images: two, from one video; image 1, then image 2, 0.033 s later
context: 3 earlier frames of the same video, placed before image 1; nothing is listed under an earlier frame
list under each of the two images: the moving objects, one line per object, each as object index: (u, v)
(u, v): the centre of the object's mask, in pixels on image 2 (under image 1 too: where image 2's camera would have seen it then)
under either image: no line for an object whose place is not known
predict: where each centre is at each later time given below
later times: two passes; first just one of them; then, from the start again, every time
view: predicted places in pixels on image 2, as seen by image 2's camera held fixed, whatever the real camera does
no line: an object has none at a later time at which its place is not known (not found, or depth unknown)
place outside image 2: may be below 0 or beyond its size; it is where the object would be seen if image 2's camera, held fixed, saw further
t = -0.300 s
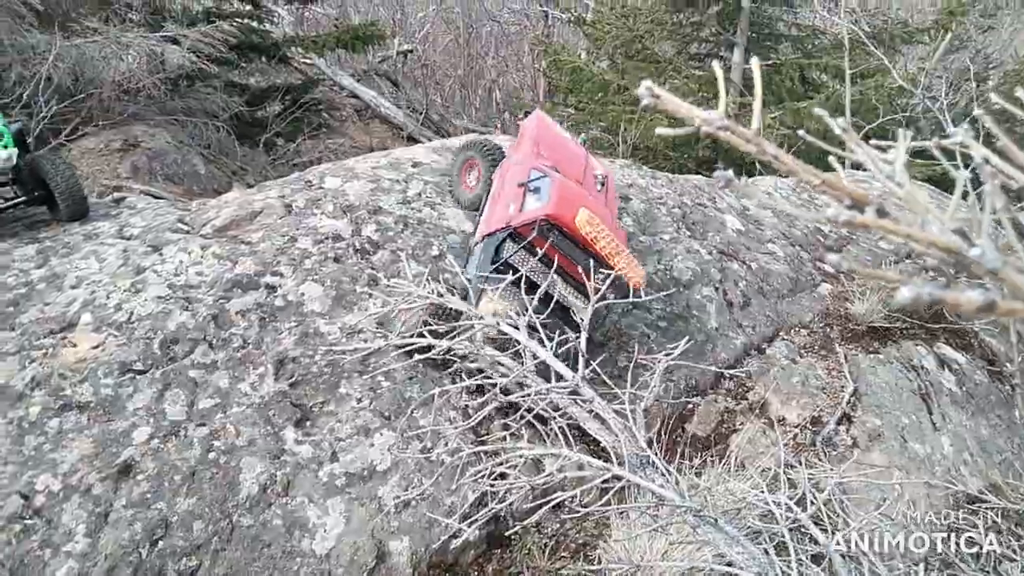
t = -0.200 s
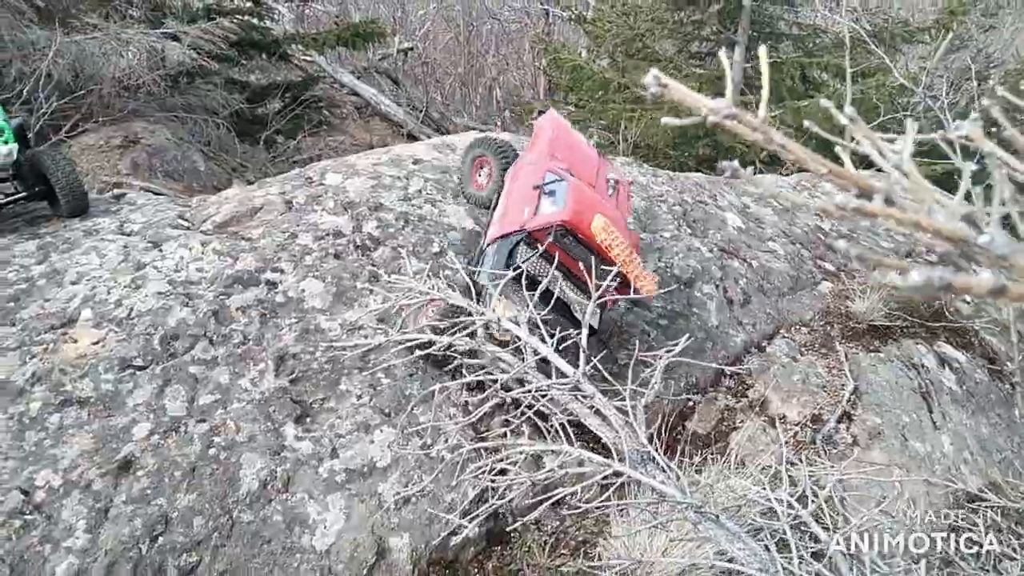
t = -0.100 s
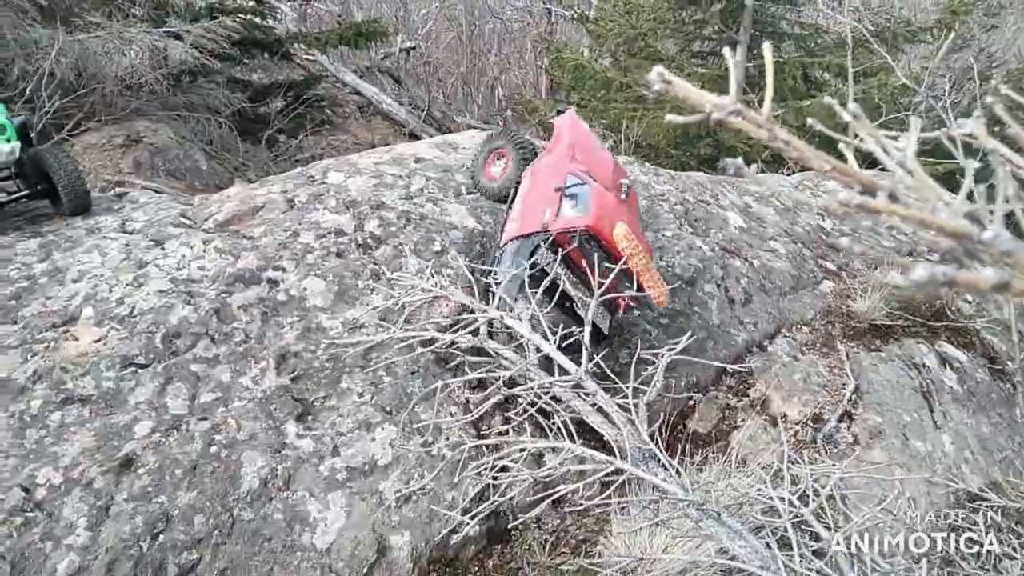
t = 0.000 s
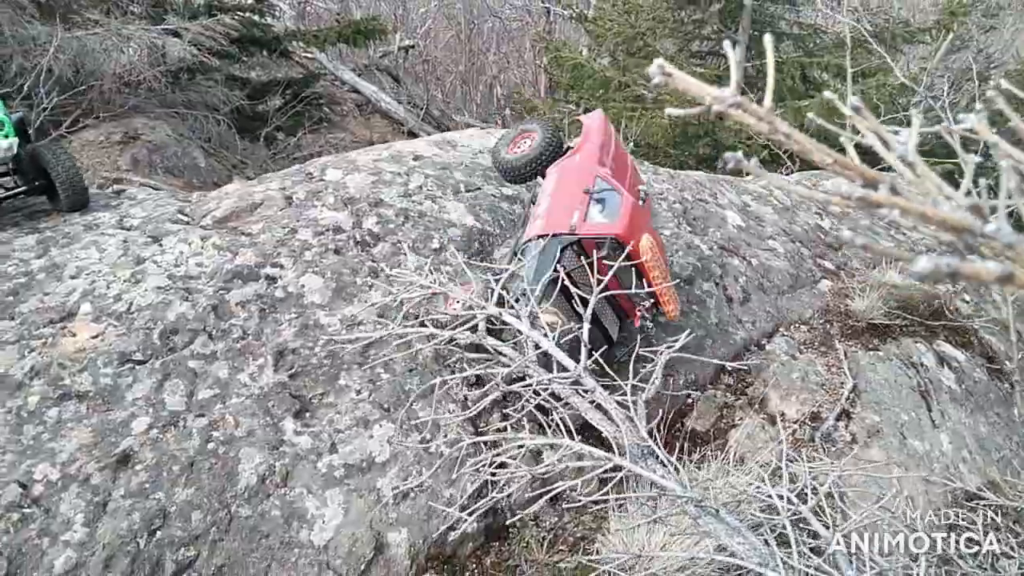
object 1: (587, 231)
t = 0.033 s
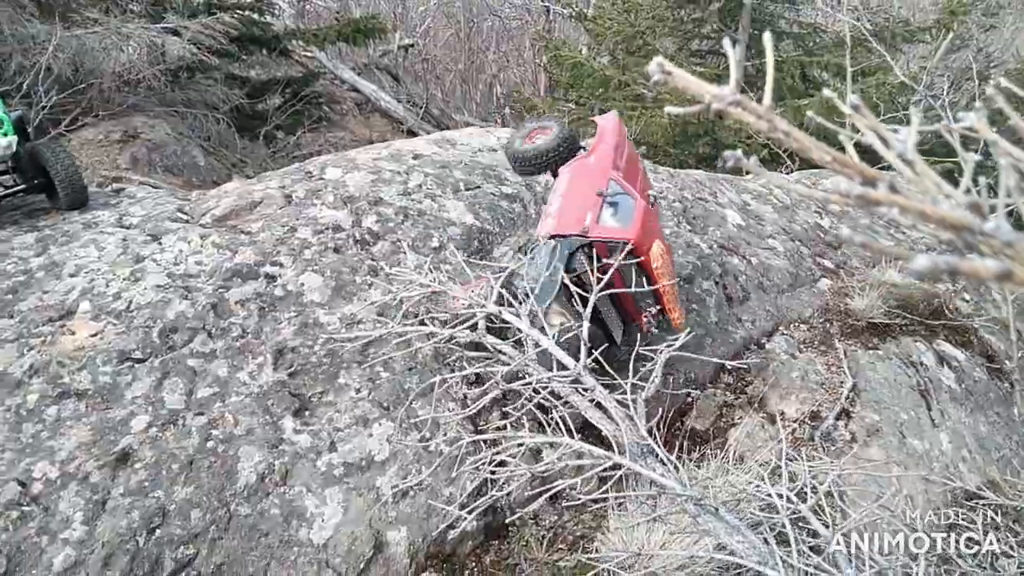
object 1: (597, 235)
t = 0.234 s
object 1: (678, 290)
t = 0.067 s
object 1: (604, 240)
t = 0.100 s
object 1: (620, 242)
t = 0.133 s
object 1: (624, 248)
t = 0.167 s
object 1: (639, 255)
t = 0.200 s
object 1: (654, 276)
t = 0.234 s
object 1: (678, 290)
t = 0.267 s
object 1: (697, 303)
